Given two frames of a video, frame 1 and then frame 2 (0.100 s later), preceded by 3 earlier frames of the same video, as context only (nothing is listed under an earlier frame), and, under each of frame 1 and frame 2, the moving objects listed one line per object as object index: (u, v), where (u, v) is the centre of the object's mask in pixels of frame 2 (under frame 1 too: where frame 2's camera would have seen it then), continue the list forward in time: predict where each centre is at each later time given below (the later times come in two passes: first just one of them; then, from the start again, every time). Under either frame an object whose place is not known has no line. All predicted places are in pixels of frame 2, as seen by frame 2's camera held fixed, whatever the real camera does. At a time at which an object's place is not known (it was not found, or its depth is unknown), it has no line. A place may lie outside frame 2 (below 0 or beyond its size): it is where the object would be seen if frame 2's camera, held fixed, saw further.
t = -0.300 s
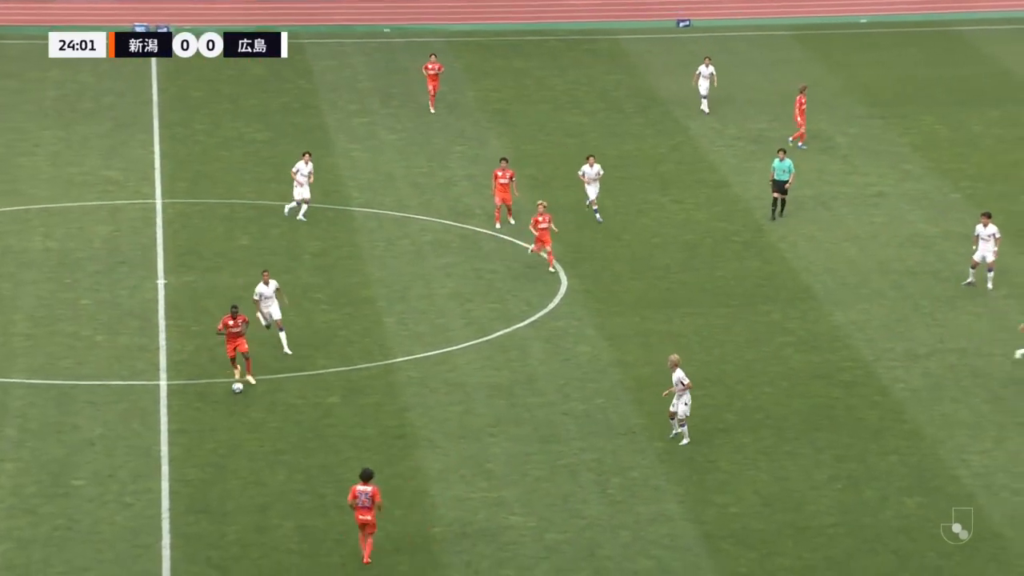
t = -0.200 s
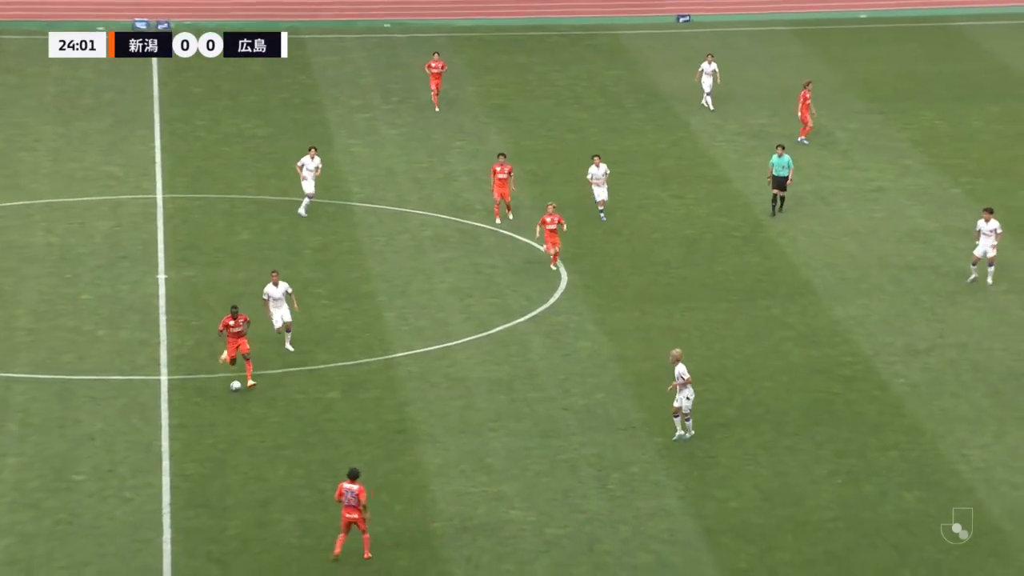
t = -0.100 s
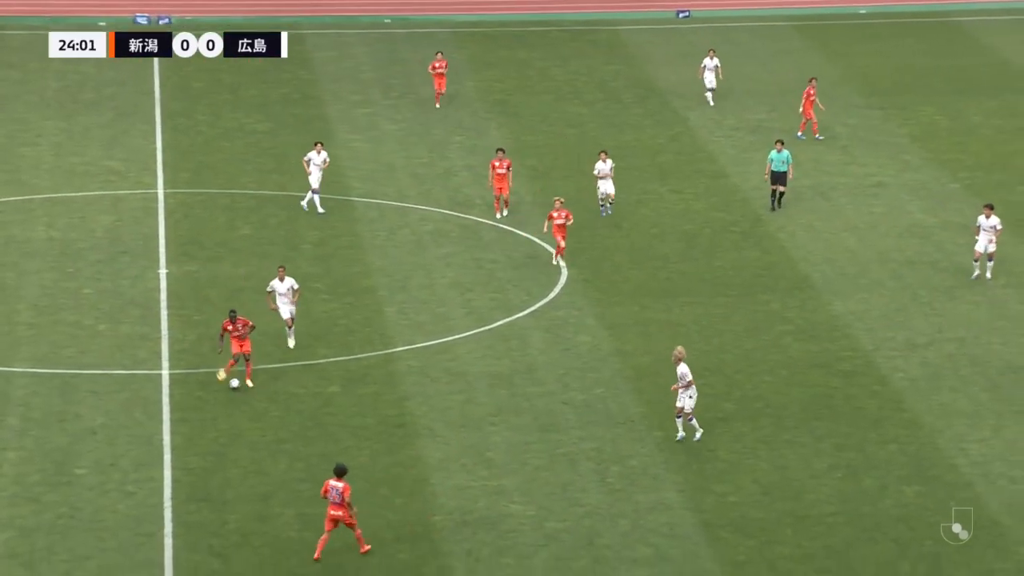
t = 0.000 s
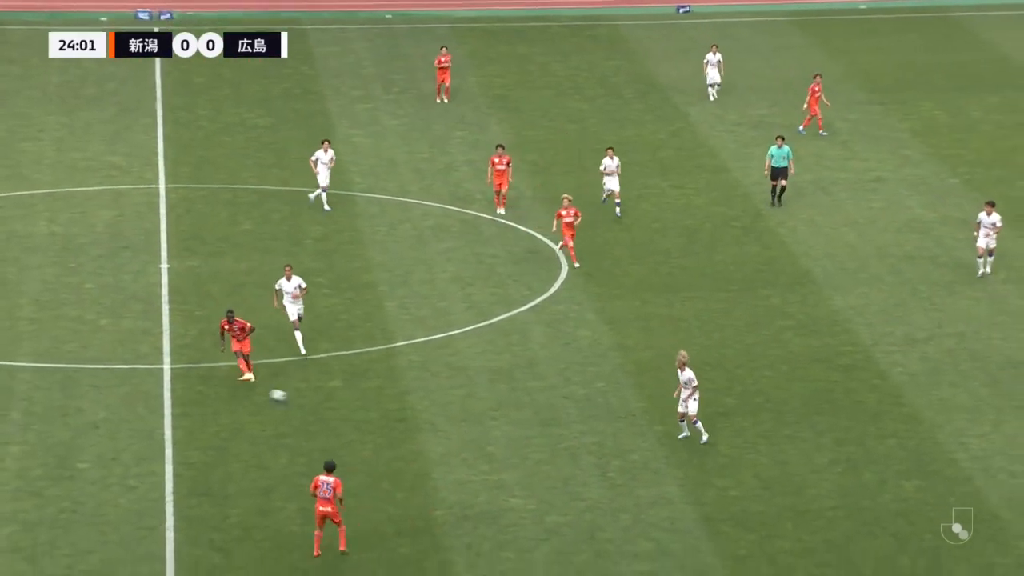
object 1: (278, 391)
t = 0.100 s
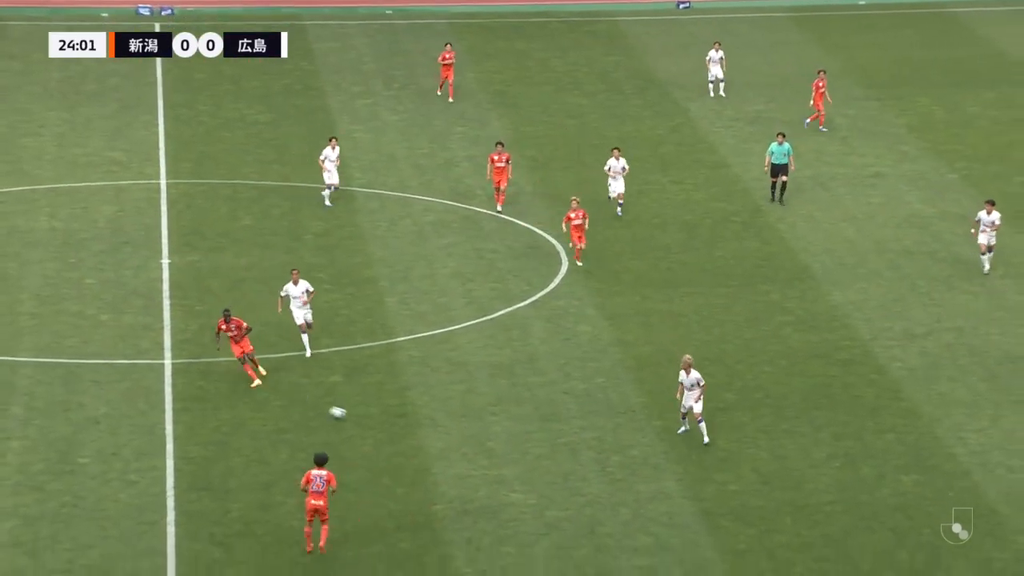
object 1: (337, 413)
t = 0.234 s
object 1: (415, 442)
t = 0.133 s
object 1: (357, 421)
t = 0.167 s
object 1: (377, 429)
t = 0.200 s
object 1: (396, 435)
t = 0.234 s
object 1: (415, 442)
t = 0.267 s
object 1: (435, 450)
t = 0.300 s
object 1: (454, 457)
